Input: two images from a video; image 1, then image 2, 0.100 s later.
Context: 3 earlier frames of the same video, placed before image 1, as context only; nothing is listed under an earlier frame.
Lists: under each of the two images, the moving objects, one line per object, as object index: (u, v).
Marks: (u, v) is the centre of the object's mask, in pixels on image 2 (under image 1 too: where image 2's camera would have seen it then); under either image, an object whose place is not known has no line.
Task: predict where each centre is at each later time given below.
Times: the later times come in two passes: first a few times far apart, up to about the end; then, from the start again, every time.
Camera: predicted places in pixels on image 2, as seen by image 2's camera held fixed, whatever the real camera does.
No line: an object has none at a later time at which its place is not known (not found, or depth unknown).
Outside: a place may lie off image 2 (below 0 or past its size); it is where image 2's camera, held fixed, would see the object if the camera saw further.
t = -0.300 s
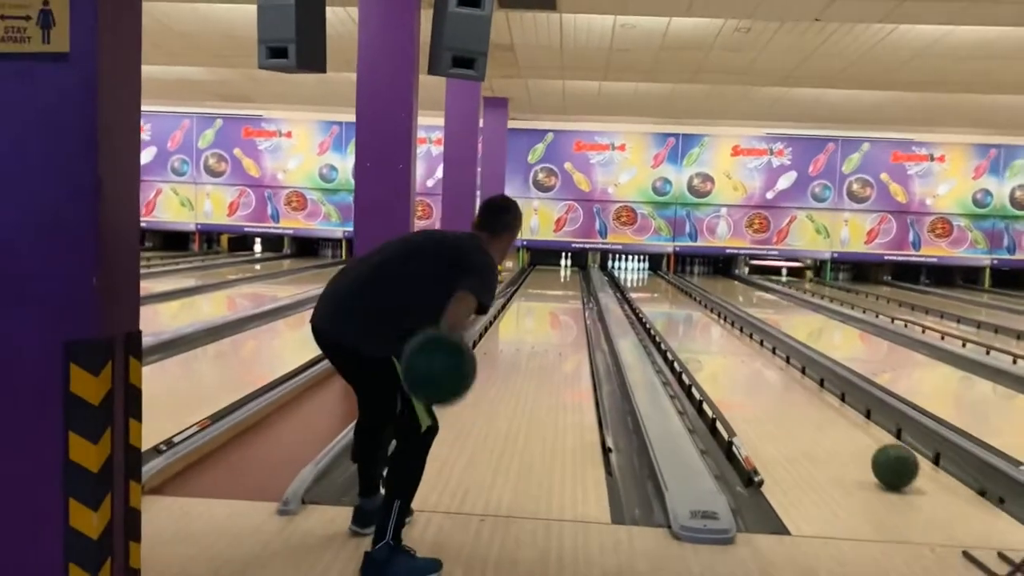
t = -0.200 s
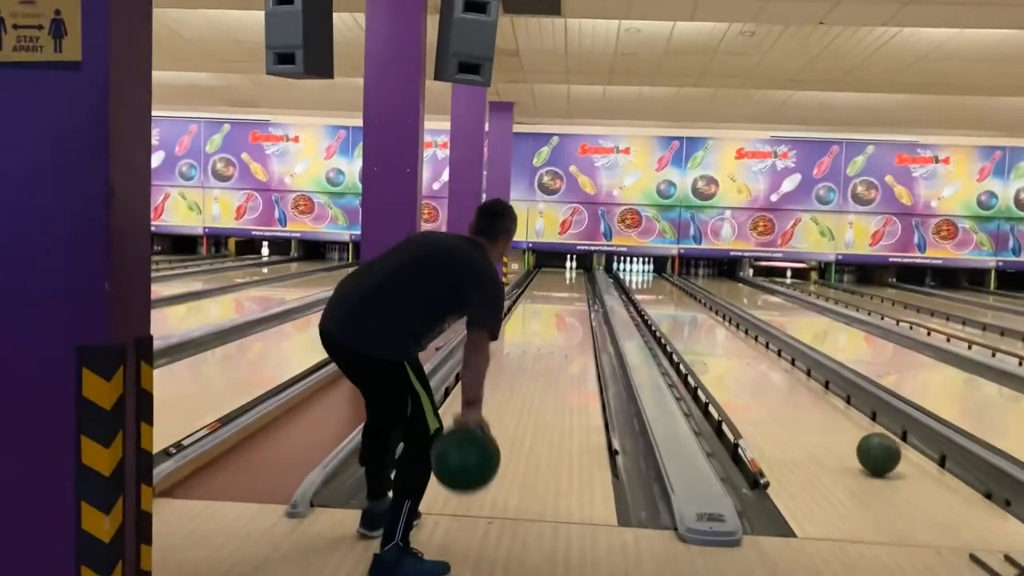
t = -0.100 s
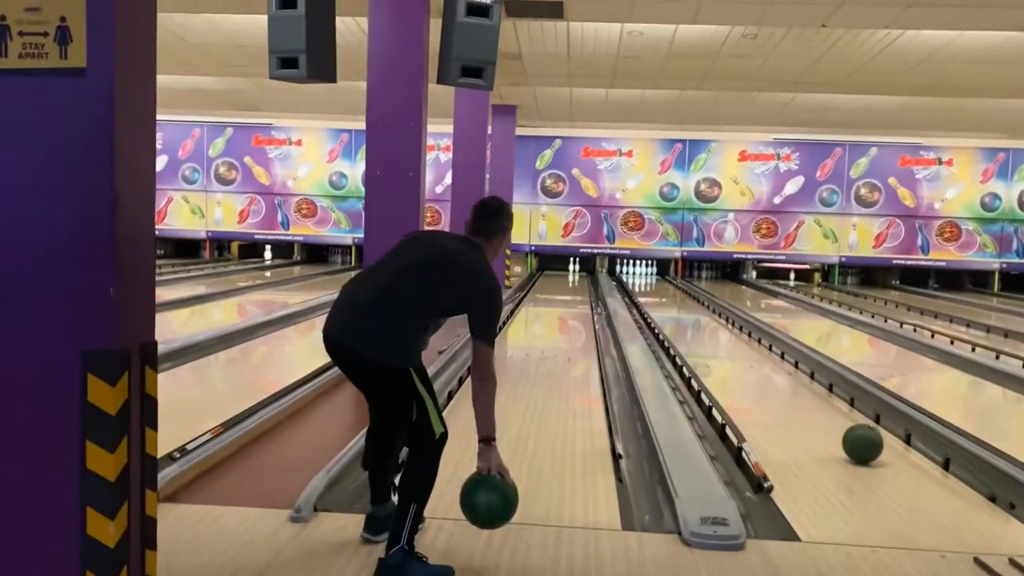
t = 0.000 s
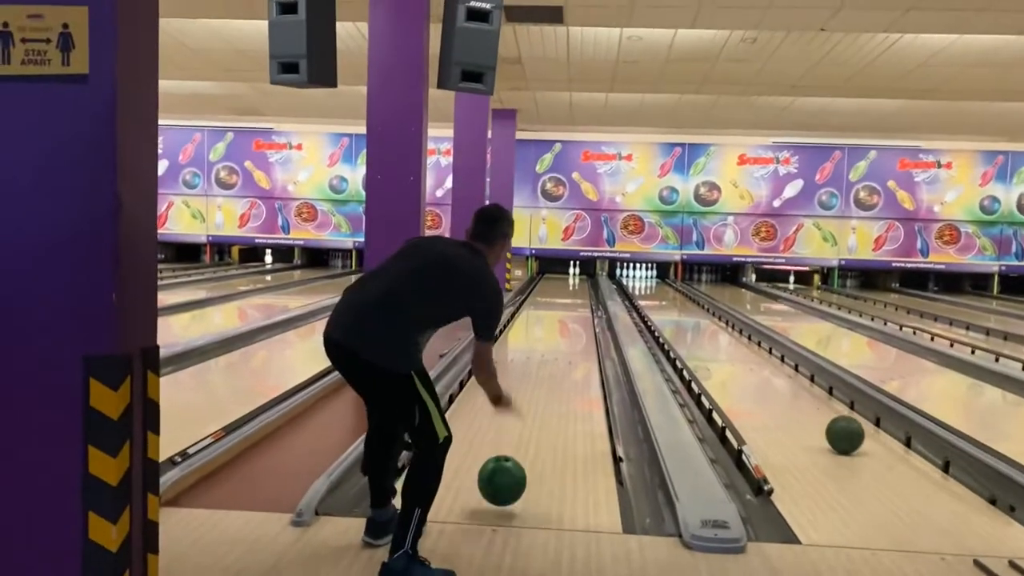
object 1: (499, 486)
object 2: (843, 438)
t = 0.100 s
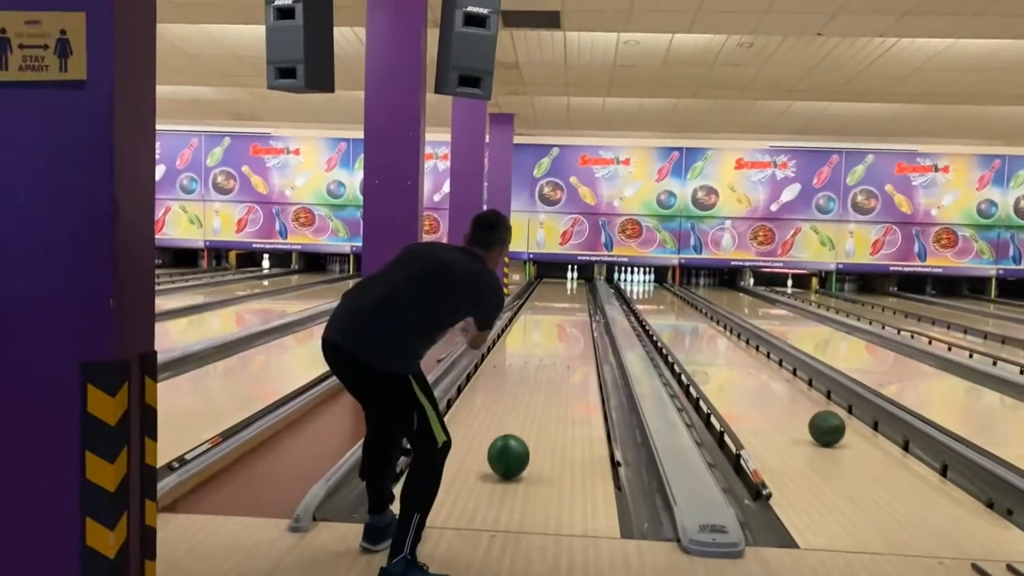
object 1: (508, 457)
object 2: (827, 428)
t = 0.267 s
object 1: (518, 414)
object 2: (803, 413)
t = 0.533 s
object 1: (528, 374)
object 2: (772, 392)
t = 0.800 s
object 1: (533, 350)
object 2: (748, 375)
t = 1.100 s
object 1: (537, 333)
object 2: (726, 361)
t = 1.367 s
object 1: (540, 322)
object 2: (709, 349)
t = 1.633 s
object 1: (542, 313)
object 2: (696, 340)
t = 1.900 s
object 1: (543, 305)
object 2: (684, 333)
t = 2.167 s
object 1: (545, 299)
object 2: (675, 326)
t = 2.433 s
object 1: (546, 294)
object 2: (666, 319)
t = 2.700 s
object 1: (548, 289)
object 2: (660, 314)
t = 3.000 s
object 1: (547, 285)
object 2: (653, 309)
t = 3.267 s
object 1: (548, 280)
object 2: (648, 303)
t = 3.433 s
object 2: (645, 301)
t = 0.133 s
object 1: (511, 446)
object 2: (822, 425)
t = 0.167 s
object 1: (513, 437)
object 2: (817, 422)
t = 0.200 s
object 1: (515, 429)
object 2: (812, 418)
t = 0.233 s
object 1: (516, 422)
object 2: (808, 415)
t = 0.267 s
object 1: (518, 414)
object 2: (803, 413)
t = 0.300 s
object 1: (520, 408)
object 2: (799, 409)
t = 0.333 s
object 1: (521, 402)
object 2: (795, 407)
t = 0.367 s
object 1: (523, 396)
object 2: (791, 404)
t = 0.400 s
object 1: (524, 391)
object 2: (787, 401)
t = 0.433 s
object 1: (525, 387)
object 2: (783, 399)
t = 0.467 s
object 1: (526, 382)
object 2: (780, 397)
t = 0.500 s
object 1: (527, 378)
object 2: (776, 394)
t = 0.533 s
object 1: (528, 374)
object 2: (772, 392)
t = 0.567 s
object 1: (529, 371)
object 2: (769, 390)
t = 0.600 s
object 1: (530, 367)
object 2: (766, 388)
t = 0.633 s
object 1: (530, 364)
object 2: (763, 386)
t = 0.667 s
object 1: (531, 361)
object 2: (760, 384)
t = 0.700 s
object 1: (532, 358)
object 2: (757, 382)
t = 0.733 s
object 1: (532, 355)
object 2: (754, 379)
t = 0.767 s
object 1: (533, 353)
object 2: (751, 378)
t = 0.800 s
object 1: (533, 350)
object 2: (748, 375)
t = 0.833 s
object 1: (534, 348)
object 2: (745, 374)
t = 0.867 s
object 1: (535, 346)
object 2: (743, 372)
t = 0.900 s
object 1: (535, 344)
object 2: (740, 370)
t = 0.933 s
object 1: (535, 342)
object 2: (738, 368)
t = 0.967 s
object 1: (536, 340)
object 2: (735, 367)
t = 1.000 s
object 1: (536, 338)
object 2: (733, 365)
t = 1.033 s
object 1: (537, 336)
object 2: (730, 363)
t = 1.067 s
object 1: (537, 335)
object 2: (728, 362)
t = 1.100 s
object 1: (537, 333)
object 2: (726, 361)
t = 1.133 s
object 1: (537, 331)
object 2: (724, 359)
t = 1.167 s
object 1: (538, 330)
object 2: (721, 358)
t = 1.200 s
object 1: (538, 328)
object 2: (719, 356)
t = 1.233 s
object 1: (539, 327)
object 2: (717, 355)
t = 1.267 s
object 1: (539, 325)
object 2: (715, 353)
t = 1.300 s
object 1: (540, 324)
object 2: (713, 352)
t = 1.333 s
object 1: (539, 323)
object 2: (711, 350)
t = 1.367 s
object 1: (540, 322)
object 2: (709, 349)
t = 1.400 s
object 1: (540, 321)
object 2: (707, 348)
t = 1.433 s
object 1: (540, 319)
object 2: (706, 347)
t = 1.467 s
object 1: (540, 318)
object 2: (704, 346)
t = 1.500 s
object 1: (541, 317)
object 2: (702, 345)
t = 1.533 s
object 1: (541, 316)
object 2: (701, 344)
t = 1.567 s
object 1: (541, 315)
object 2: (699, 343)
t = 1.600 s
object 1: (542, 314)
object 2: (698, 342)
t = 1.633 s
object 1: (542, 313)
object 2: (696, 340)
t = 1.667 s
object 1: (542, 312)
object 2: (695, 339)
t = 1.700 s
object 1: (542, 311)
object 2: (693, 338)
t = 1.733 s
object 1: (543, 309)
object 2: (691, 337)
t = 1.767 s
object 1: (543, 308)
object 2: (690, 336)
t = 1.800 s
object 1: (543, 307)
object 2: (689, 335)
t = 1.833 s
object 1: (543, 307)
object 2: (688, 334)
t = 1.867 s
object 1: (543, 306)
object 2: (686, 333)
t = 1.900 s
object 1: (543, 305)
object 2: (684, 333)
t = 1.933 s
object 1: (544, 304)
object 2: (683, 331)
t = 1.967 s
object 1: (544, 303)
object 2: (682, 330)
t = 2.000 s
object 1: (544, 303)
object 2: (681, 330)
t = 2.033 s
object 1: (544, 302)
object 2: (679, 329)
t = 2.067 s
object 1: (544, 301)
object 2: (678, 328)
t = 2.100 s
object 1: (545, 300)
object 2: (677, 327)
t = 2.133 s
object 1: (545, 299)
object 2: (676, 326)
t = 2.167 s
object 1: (545, 299)
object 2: (675, 326)
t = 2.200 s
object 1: (545, 298)
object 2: (674, 325)
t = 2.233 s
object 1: (545, 298)
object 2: (673, 324)
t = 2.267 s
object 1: (545, 297)
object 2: (672, 323)
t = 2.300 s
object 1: (545, 296)
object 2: (671, 322)
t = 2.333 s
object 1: (546, 295)
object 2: (669, 321)
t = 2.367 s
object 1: (546, 294)
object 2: (668, 321)
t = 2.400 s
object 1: (546, 294)
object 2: (667, 320)
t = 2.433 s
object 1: (546, 294)
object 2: (666, 319)
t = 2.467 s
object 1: (546, 293)
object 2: (666, 318)
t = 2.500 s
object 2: (665, 318)
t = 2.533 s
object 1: (547, 291)
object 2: (664, 317)
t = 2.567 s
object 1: (547, 291)
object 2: (663, 316)
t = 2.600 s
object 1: (547, 291)
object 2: (662, 316)
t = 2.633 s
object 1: (547, 290)
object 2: (661, 315)
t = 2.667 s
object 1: (547, 290)
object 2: (661, 315)
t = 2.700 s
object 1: (548, 289)
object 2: (660, 314)
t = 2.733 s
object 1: (548, 289)
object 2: (659, 313)
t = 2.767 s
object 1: (548, 288)
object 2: (658, 313)
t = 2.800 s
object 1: (548, 287)
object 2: (657, 312)
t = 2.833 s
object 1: (548, 287)
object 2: (656, 312)
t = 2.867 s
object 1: (547, 287)
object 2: (656, 311)
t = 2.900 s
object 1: (547, 286)
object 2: (655, 310)
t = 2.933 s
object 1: (548, 285)
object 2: (654, 310)
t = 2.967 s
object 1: (548, 285)
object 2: (653, 309)
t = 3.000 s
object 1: (547, 285)
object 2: (653, 309)
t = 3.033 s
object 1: (547, 284)
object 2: (652, 308)
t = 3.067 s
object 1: (547, 284)
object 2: (651, 307)
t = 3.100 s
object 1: (548, 282)
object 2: (651, 306)
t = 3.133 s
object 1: (548, 282)
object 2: (650, 306)
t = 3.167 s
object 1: (548, 282)
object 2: (649, 306)
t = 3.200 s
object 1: (549, 281)
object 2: (649, 305)
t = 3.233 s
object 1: (549, 280)
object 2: (649, 304)
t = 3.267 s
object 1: (548, 280)
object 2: (648, 303)
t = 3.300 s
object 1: (549, 279)
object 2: (647, 303)
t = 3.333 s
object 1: (549, 279)
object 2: (647, 303)
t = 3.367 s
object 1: (549, 279)
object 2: (646, 302)
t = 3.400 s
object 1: (548, 278)
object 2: (645, 302)
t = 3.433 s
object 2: (645, 301)
